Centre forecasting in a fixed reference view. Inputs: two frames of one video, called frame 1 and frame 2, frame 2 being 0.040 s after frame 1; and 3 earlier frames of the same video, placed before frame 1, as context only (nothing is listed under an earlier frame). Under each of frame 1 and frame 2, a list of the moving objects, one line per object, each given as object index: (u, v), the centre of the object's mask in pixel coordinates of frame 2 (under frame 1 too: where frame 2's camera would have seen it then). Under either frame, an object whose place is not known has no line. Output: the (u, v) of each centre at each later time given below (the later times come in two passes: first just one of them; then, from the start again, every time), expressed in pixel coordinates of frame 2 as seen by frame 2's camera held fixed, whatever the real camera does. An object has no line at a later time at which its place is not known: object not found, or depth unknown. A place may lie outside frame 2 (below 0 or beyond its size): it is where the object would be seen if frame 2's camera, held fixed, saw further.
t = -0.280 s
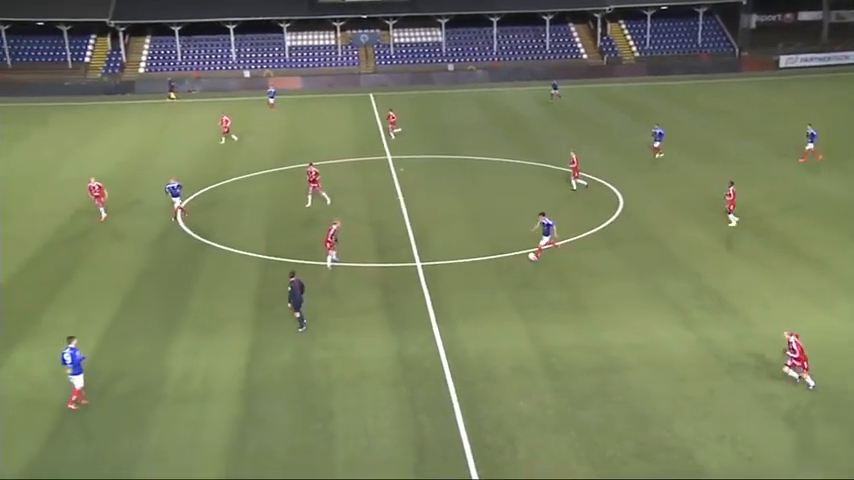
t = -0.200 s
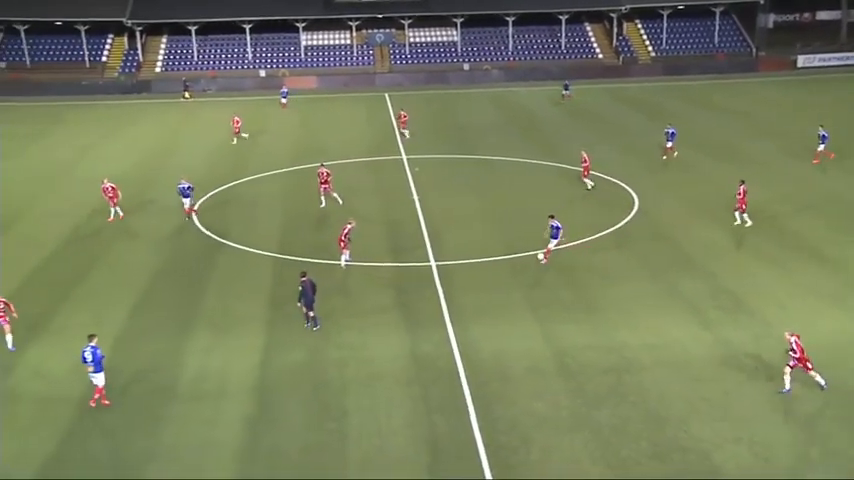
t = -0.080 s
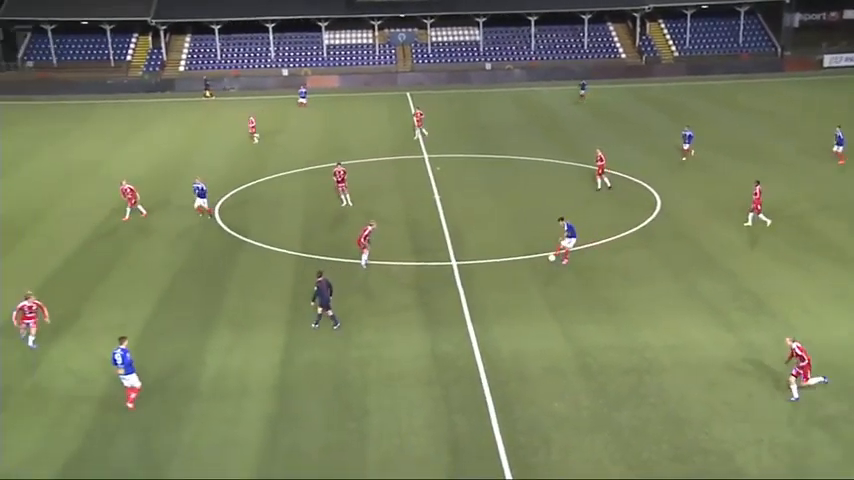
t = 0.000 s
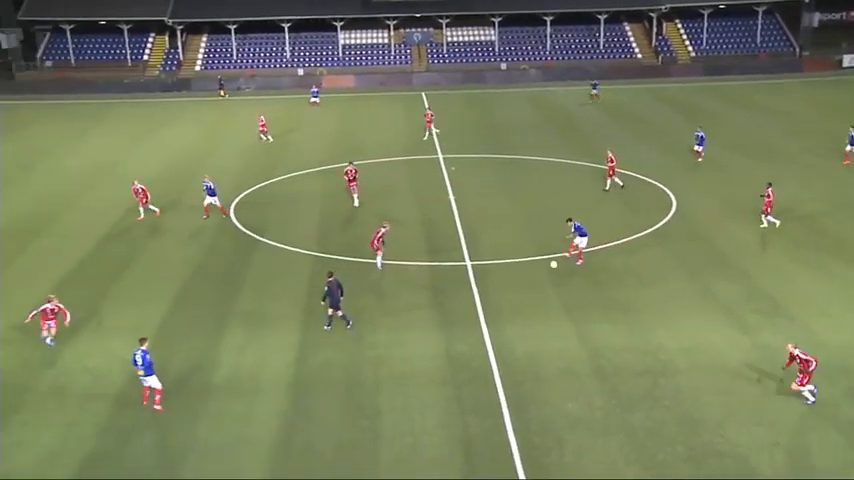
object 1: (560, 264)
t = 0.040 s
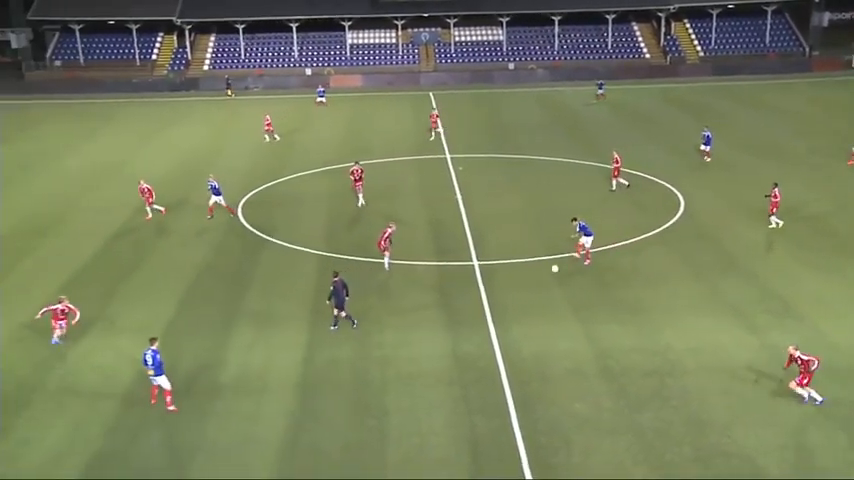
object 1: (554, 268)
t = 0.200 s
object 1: (532, 293)
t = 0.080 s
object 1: (548, 273)
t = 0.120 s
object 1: (543, 279)
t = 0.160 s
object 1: (537, 285)
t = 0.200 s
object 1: (532, 293)
